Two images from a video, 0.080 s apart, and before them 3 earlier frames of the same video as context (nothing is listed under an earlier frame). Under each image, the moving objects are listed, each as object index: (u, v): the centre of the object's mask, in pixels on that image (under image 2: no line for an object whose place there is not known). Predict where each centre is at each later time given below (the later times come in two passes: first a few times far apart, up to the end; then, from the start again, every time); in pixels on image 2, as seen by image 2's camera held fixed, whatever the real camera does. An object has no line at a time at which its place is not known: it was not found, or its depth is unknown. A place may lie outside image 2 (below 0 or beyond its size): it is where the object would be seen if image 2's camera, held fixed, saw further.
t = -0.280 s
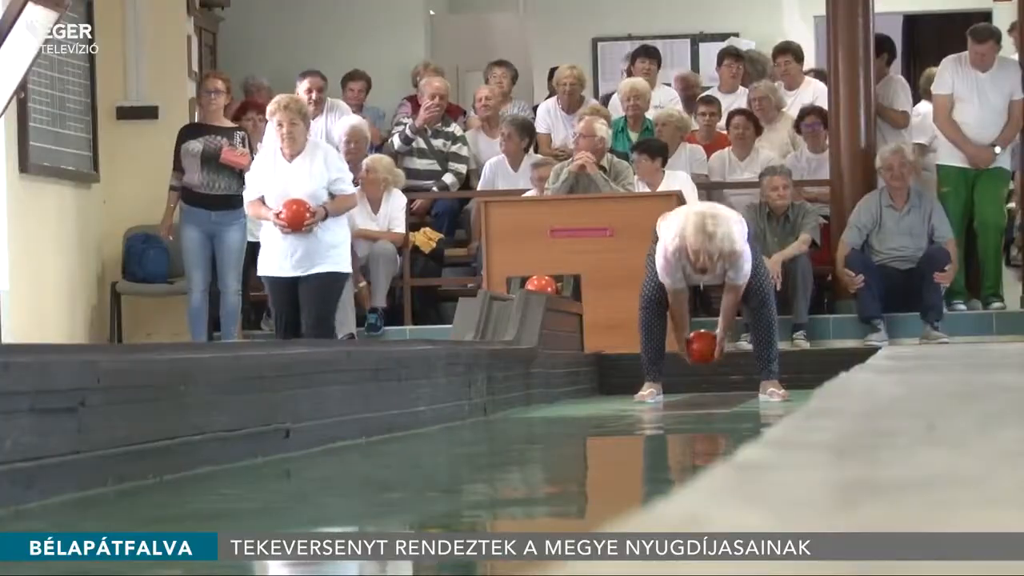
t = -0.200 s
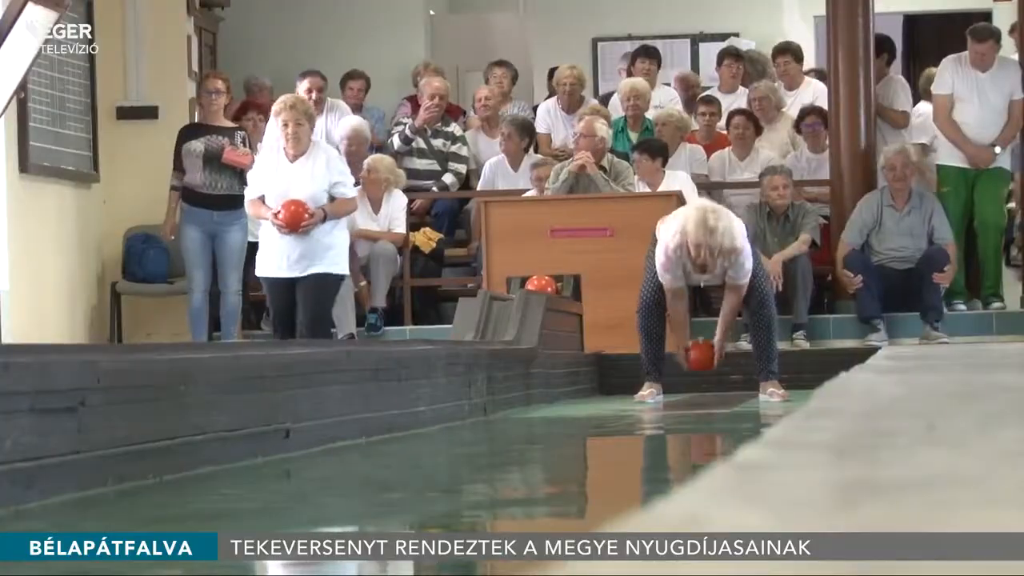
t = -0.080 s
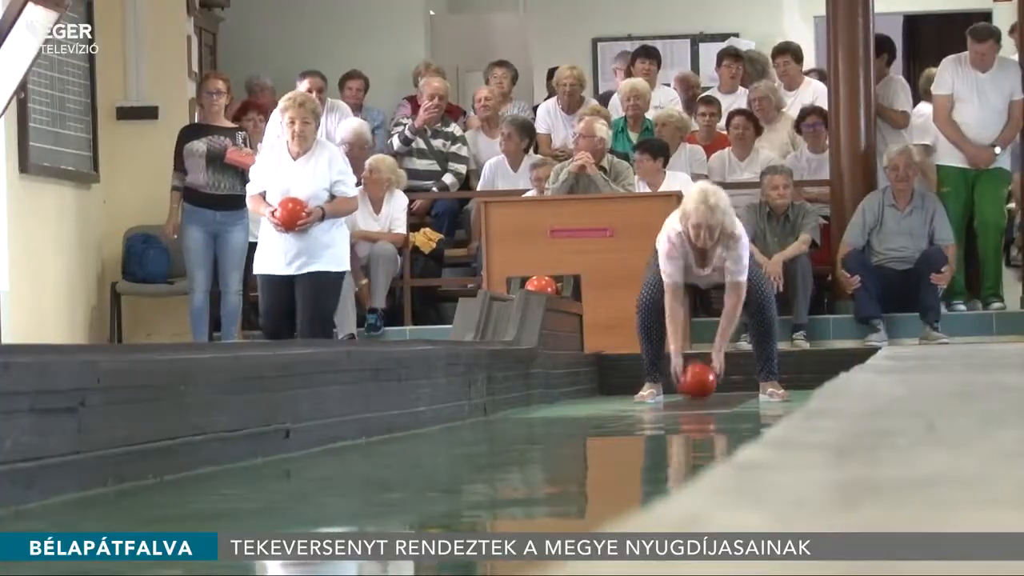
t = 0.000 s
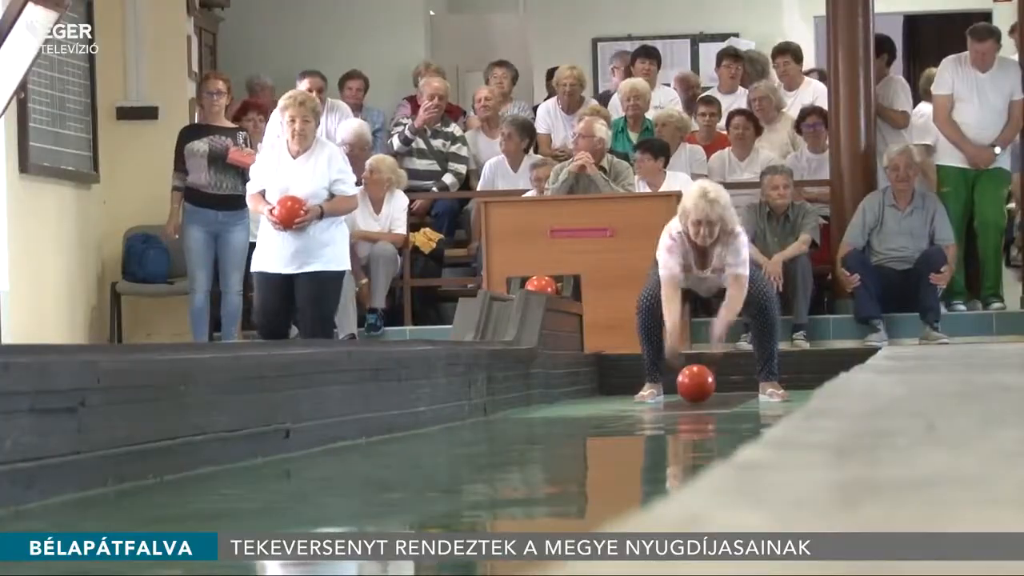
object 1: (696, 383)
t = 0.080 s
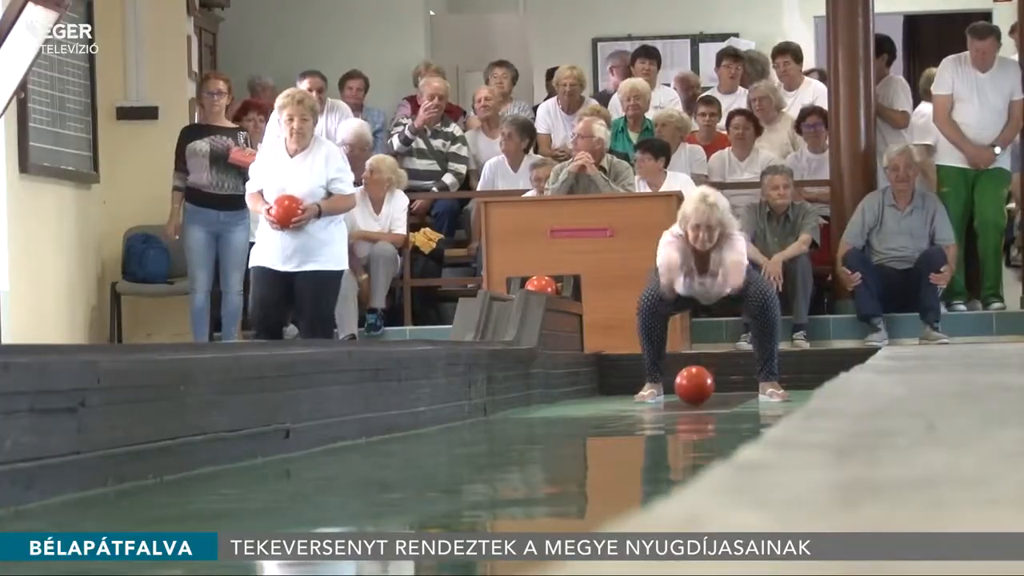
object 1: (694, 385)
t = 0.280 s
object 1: (691, 389)
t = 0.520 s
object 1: (685, 392)
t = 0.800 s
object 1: (675, 396)
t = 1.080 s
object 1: (661, 399)
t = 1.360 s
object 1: (642, 405)
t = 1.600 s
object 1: (624, 407)
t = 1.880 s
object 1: (598, 414)
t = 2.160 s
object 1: (567, 422)
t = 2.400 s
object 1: (535, 429)
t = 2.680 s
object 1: (490, 440)
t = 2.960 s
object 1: (432, 454)
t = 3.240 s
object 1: (358, 467)
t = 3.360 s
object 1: (319, 476)
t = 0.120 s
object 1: (693, 386)
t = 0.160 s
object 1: (693, 387)
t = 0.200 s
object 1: (692, 387)
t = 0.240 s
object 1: (691, 388)
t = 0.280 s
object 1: (691, 389)
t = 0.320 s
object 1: (690, 389)
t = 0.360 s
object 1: (689, 390)
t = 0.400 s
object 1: (688, 390)
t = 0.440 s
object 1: (687, 390)
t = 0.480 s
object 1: (686, 391)
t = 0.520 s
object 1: (685, 392)
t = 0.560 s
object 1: (684, 392)
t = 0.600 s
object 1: (682, 393)
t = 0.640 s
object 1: (681, 393)
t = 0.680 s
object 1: (680, 394)
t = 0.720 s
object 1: (678, 395)
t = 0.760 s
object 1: (676, 395)
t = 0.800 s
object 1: (675, 396)
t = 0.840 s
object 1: (673, 397)
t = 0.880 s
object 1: (671, 397)
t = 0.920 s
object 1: (669, 398)
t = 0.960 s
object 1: (667, 399)
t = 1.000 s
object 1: (665, 399)
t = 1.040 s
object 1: (663, 399)
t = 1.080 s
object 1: (661, 399)
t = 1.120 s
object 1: (659, 400)
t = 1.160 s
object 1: (656, 401)
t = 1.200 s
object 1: (653, 402)
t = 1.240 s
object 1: (651, 403)
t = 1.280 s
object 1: (648, 403)
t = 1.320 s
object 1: (646, 404)
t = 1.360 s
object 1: (642, 405)
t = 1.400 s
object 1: (640, 405)
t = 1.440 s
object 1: (638, 405)
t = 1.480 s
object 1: (634, 405)
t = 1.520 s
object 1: (631, 406)
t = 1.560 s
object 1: (628, 406)
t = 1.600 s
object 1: (624, 407)
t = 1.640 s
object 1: (621, 407)
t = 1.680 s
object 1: (618, 409)
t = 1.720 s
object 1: (614, 410)
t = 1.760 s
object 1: (611, 410)
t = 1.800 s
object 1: (607, 412)
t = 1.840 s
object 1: (603, 413)
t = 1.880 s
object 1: (598, 414)
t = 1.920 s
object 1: (594, 415)
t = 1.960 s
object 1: (590, 416)
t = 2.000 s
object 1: (585, 417)
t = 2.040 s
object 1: (582, 418)
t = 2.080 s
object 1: (577, 420)
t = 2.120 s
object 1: (572, 421)
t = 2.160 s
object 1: (567, 422)
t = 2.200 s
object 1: (562, 422)
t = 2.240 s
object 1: (557, 424)
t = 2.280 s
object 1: (552, 425)
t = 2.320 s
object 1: (547, 426)
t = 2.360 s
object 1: (541, 427)
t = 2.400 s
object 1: (535, 429)
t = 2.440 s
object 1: (529, 430)
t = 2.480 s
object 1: (523, 432)
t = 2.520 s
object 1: (516, 433)
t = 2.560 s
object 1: (510, 435)
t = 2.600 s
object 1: (503, 437)
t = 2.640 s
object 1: (497, 438)
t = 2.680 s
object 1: (490, 440)
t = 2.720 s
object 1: (482, 442)
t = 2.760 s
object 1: (475, 443)
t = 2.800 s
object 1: (467, 446)
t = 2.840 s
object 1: (459, 448)
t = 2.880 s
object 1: (450, 450)
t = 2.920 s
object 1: (441, 452)
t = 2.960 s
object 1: (432, 454)
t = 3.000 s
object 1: (423, 456)
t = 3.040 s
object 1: (413, 457)
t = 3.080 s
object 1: (403, 459)
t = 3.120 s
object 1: (392, 461)
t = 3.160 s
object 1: (381, 462)
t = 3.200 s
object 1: (370, 465)
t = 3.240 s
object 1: (358, 467)
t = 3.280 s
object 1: (345, 470)
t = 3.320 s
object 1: (332, 473)
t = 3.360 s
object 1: (319, 476)
